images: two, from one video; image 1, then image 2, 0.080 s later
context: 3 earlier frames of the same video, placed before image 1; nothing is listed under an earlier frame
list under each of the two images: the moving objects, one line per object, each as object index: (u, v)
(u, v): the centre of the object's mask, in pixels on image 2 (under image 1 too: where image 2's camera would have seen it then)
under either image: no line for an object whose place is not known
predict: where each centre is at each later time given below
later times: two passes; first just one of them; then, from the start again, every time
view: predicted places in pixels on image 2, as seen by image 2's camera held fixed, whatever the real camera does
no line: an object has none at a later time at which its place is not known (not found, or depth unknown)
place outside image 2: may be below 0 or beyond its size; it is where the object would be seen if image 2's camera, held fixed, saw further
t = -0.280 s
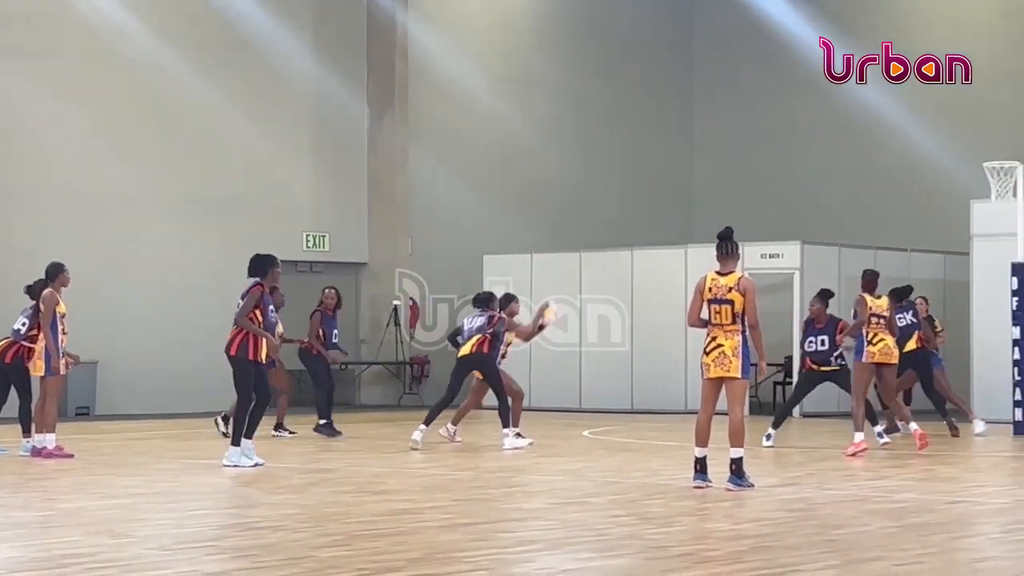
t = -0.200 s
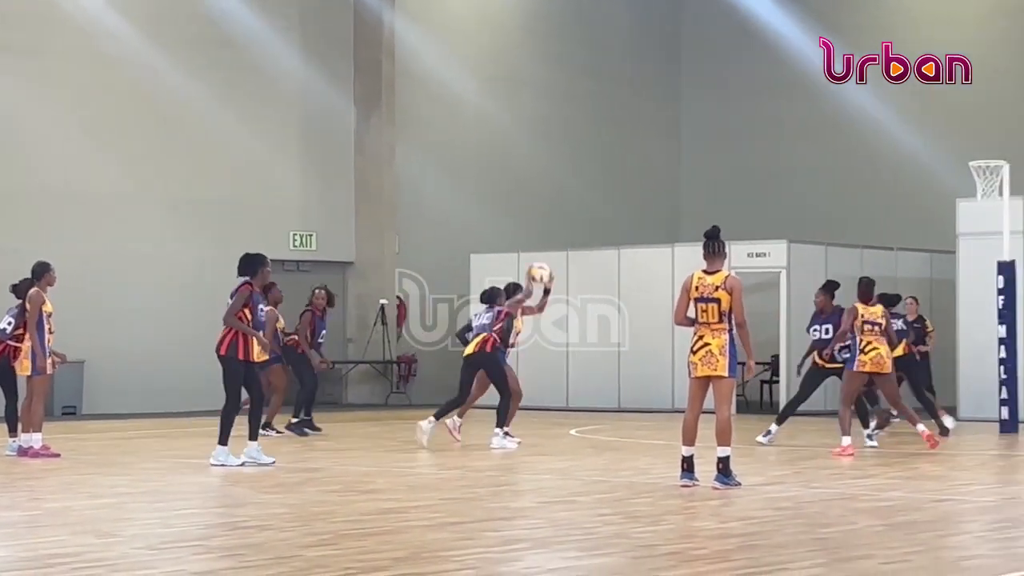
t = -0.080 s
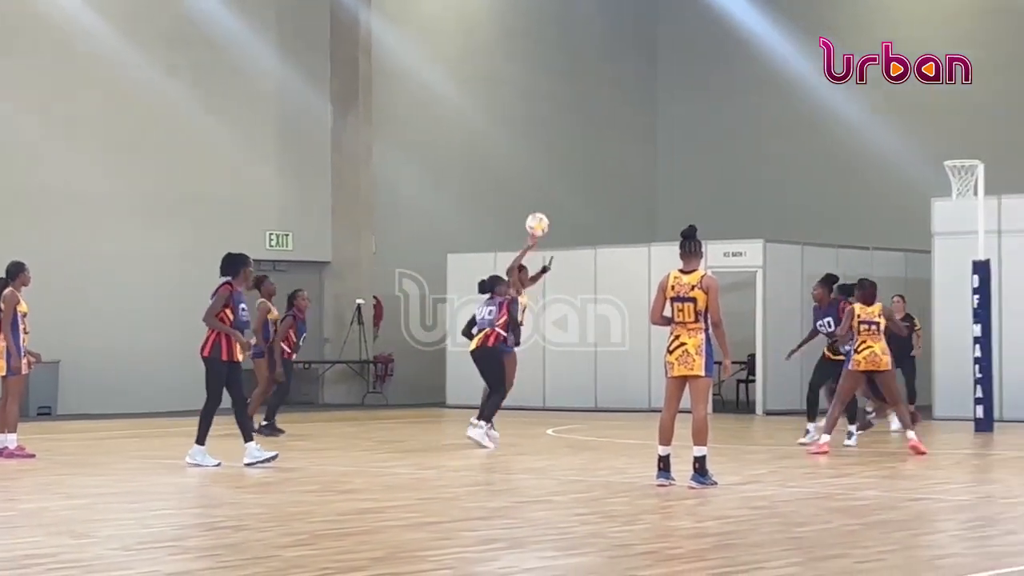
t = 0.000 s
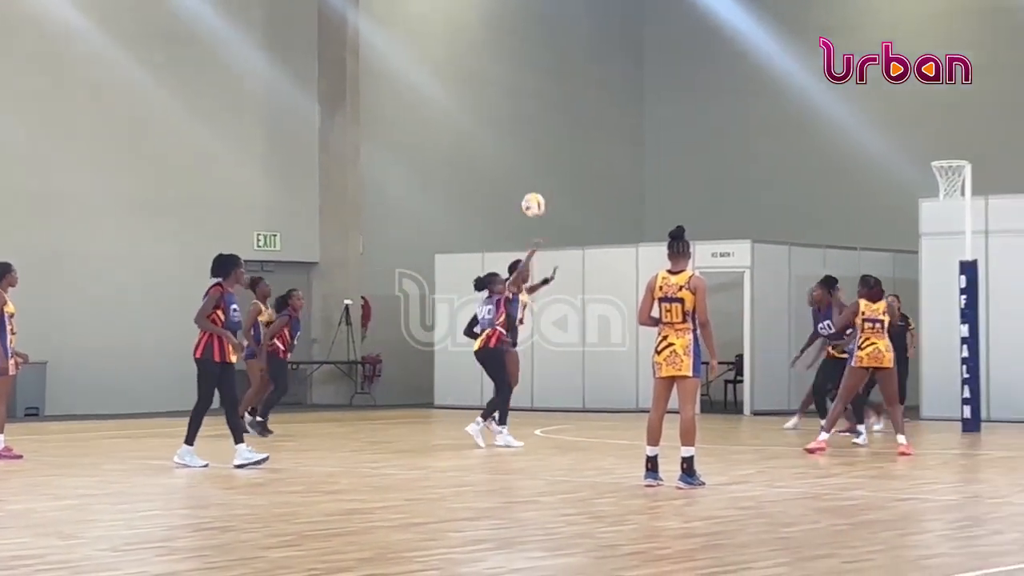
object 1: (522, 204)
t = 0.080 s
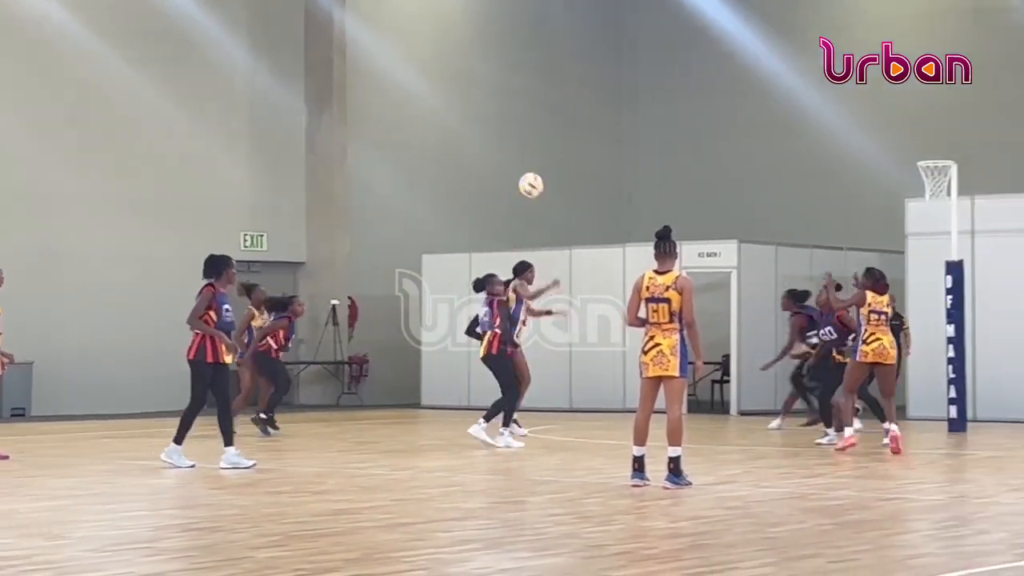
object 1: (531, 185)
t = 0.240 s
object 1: (541, 168)
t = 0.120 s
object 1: (535, 176)
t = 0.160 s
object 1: (536, 172)
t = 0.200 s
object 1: (539, 169)
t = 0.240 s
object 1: (541, 168)
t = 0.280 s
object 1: (547, 166)
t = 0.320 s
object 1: (553, 169)
